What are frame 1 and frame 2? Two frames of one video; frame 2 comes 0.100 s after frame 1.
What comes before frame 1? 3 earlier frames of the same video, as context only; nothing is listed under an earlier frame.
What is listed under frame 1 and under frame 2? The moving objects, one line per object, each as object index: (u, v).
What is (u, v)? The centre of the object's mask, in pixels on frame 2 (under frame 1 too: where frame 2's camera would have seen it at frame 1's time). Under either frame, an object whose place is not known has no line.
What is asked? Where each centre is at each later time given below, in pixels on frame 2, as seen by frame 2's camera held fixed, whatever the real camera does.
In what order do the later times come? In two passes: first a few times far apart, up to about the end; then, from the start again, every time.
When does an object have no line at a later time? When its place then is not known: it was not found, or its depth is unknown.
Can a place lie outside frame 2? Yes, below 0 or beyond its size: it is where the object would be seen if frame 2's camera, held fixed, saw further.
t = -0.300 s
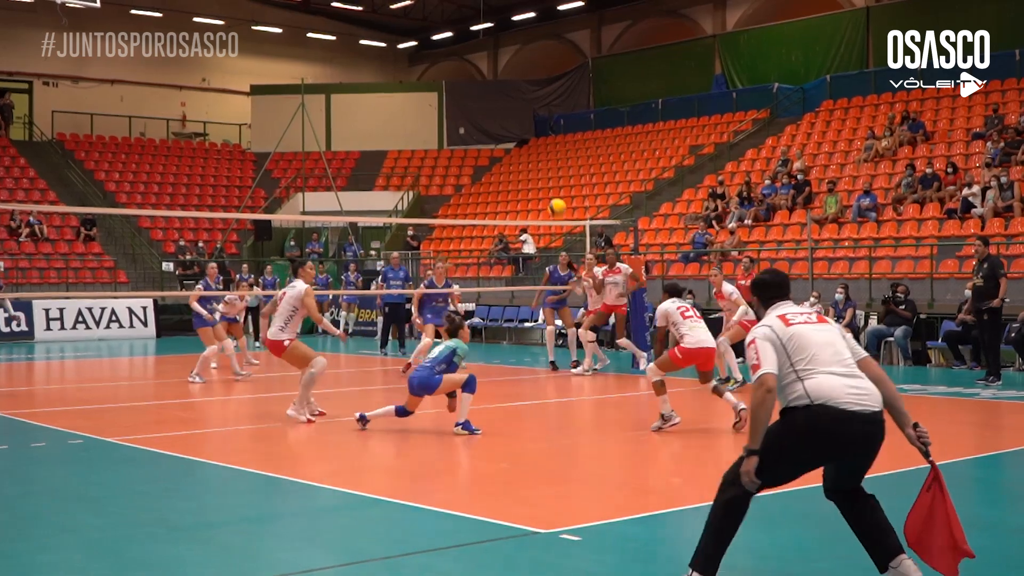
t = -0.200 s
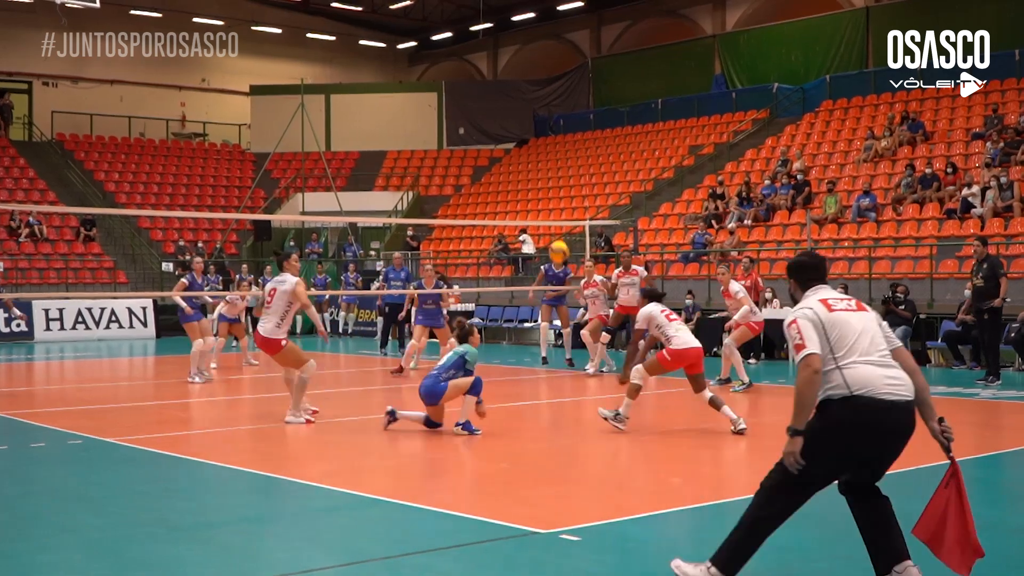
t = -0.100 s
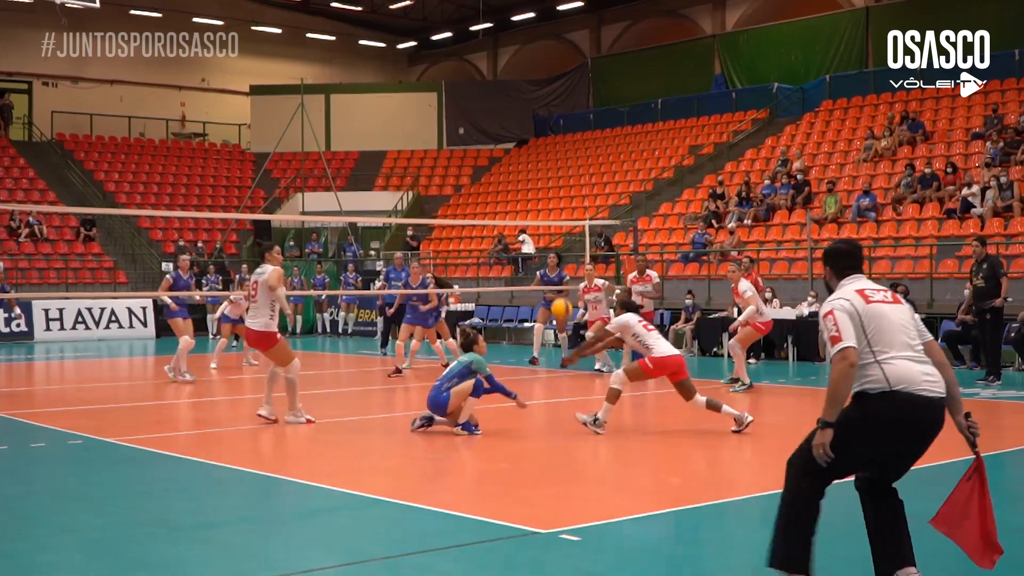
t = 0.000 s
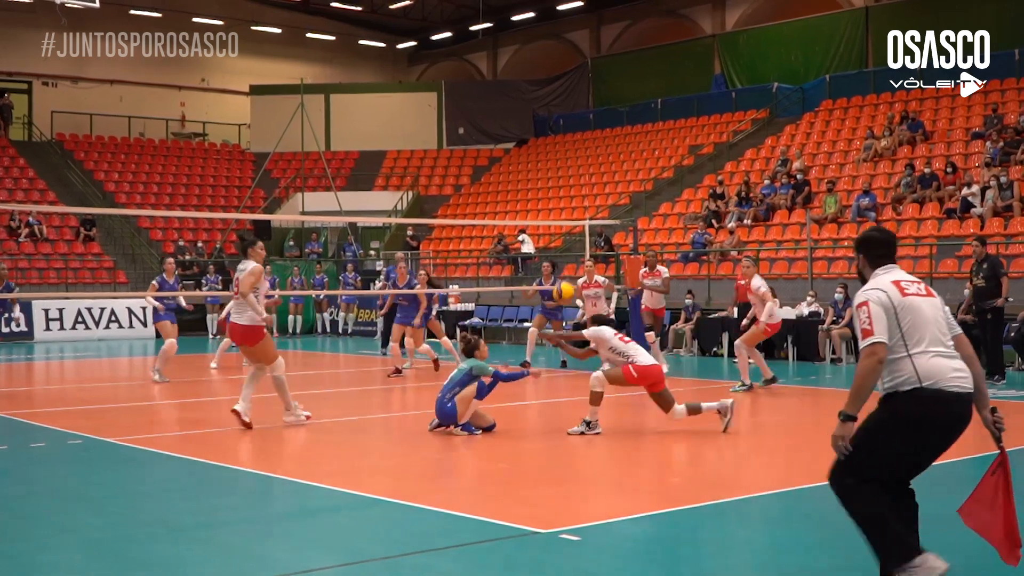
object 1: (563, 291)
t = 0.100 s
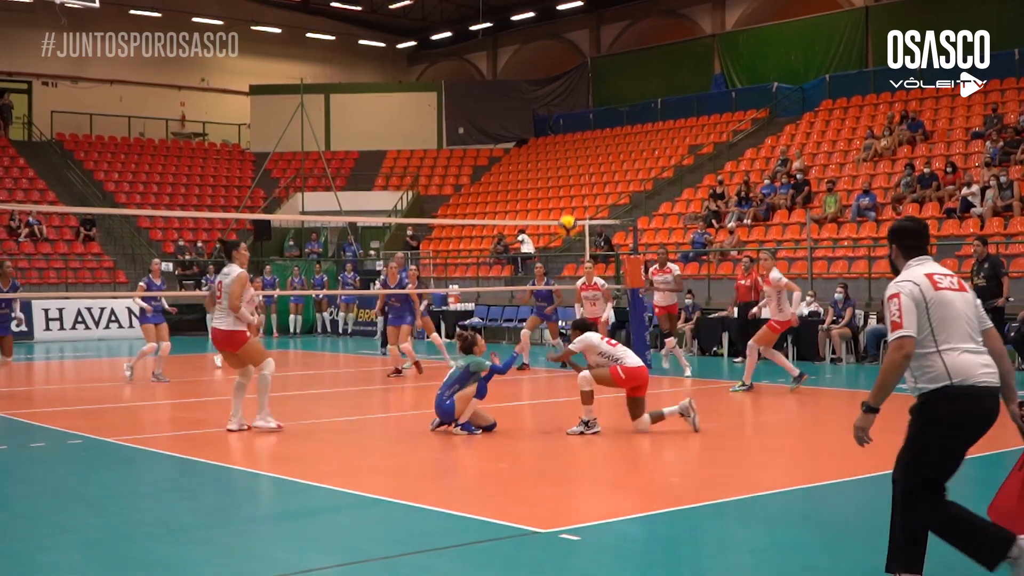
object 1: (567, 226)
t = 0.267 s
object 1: (574, 146)
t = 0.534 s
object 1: (586, 87)
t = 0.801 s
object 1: (596, 89)
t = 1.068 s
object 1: (605, 141)
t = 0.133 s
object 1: (568, 206)
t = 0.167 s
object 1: (570, 189)
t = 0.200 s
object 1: (572, 174)
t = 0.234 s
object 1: (573, 160)
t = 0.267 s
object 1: (574, 146)
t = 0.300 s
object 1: (576, 134)
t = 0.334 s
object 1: (577, 125)
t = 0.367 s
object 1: (579, 116)
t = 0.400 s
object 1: (580, 108)
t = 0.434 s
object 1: (581, 101)
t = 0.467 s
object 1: (583, 95)
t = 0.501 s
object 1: (584, 90)
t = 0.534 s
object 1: (586, 87)
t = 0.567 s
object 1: (587, 84)
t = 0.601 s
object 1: (588, 82)
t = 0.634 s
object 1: (589, 81)
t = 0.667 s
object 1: (590, 81)
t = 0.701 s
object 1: (592, 82)
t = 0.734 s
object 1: (593, 83)
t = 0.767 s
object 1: (594, 86)
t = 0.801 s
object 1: (596, 89)
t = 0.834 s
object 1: (597, 93)
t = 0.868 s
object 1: (598, 98)
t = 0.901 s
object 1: (599, 104)
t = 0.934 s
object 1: (601, 110)
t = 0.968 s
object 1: (602, 117)
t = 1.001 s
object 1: (603, 125)
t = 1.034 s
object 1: (605, 133)
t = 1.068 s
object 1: (605, 141)
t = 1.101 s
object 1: (606, 151)
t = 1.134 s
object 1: (607, 162)
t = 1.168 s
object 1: (608, 172)
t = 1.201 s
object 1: (609, 184)
